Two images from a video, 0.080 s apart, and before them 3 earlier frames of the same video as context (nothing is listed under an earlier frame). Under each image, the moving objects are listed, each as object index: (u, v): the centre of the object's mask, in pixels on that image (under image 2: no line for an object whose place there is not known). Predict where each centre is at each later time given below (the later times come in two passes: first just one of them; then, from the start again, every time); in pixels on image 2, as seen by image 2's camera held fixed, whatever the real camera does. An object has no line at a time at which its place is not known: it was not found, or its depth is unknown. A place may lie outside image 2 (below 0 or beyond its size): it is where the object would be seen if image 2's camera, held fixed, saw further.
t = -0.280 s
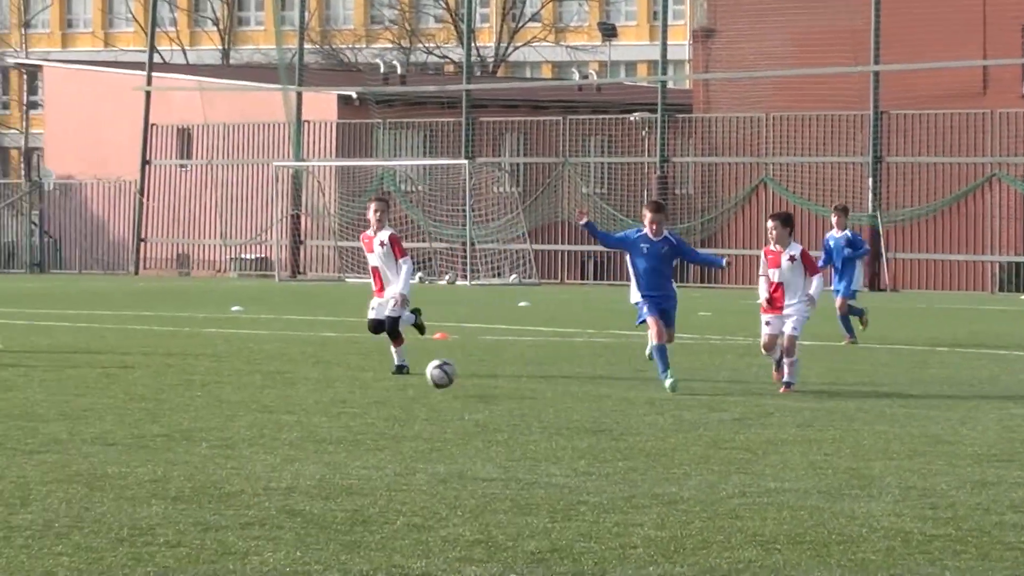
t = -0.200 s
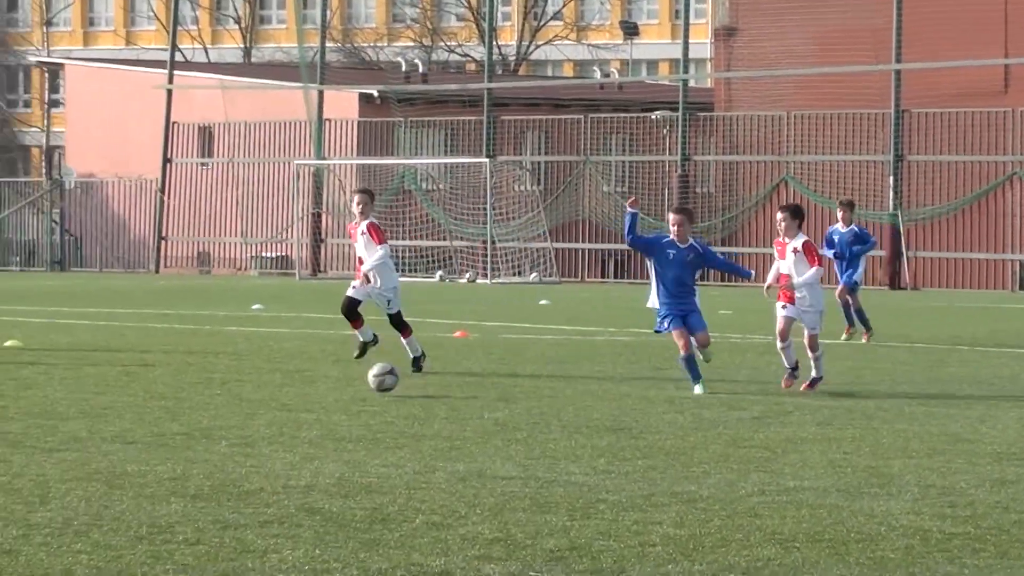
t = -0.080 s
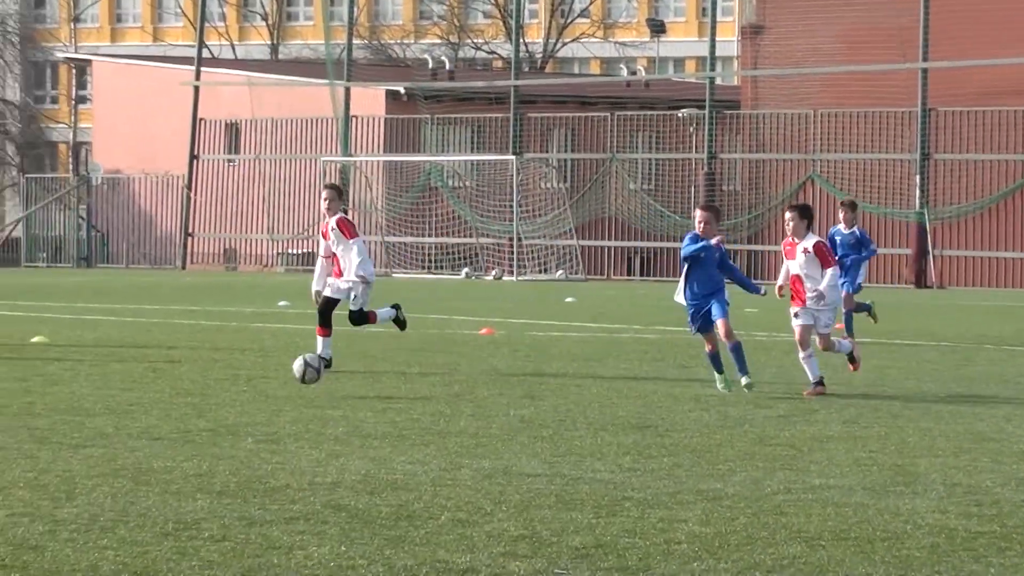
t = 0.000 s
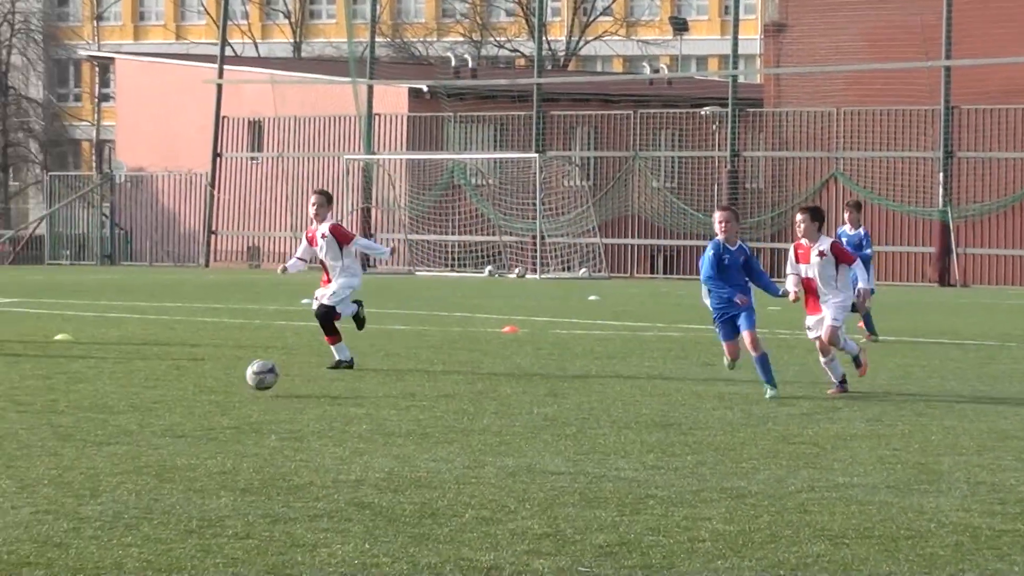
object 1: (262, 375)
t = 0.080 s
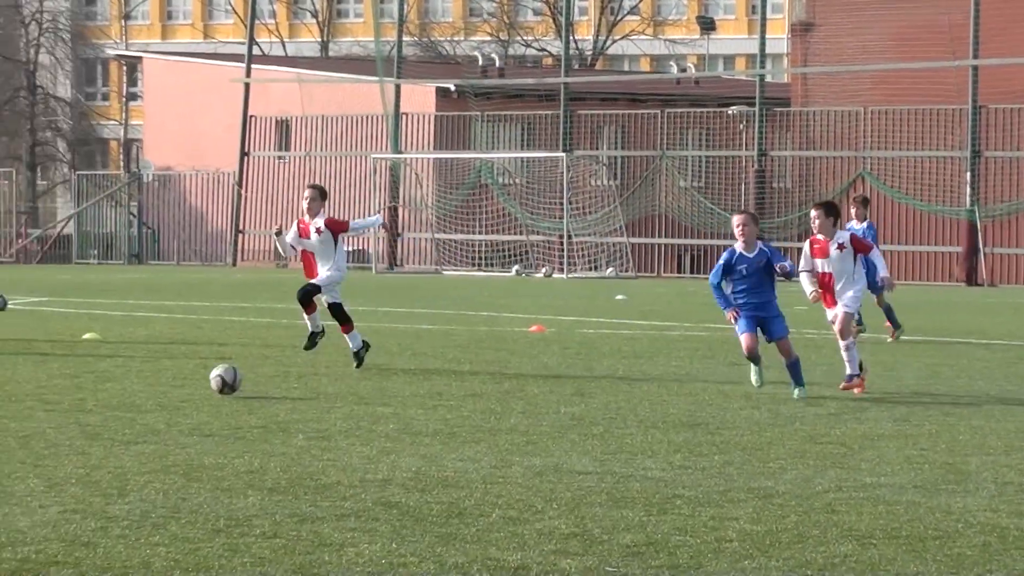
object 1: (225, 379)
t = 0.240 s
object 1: (115, 382)
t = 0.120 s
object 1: (199, 376)
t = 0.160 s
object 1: (171, 375)
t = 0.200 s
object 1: (143, 377)
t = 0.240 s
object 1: (115, 382)
